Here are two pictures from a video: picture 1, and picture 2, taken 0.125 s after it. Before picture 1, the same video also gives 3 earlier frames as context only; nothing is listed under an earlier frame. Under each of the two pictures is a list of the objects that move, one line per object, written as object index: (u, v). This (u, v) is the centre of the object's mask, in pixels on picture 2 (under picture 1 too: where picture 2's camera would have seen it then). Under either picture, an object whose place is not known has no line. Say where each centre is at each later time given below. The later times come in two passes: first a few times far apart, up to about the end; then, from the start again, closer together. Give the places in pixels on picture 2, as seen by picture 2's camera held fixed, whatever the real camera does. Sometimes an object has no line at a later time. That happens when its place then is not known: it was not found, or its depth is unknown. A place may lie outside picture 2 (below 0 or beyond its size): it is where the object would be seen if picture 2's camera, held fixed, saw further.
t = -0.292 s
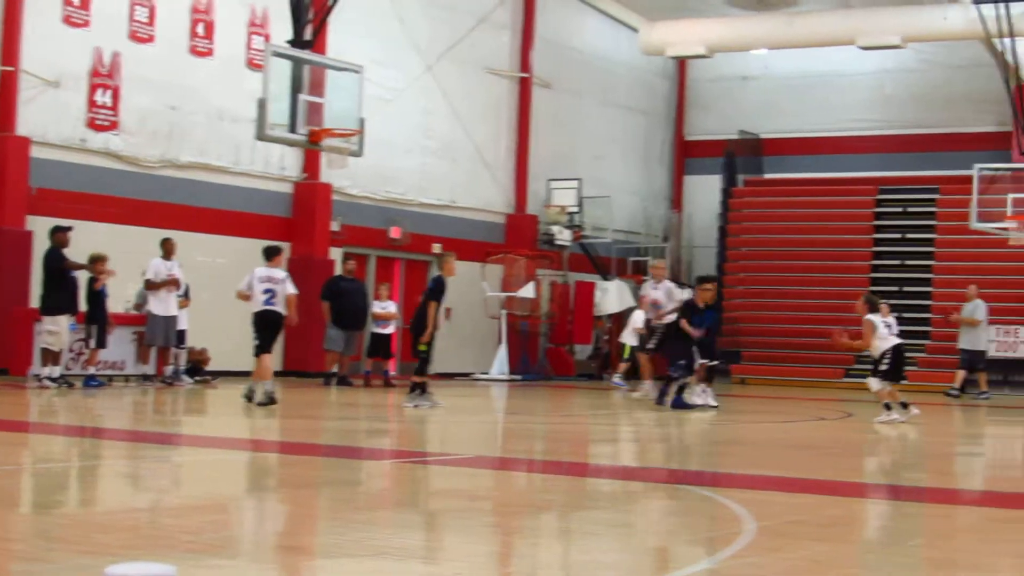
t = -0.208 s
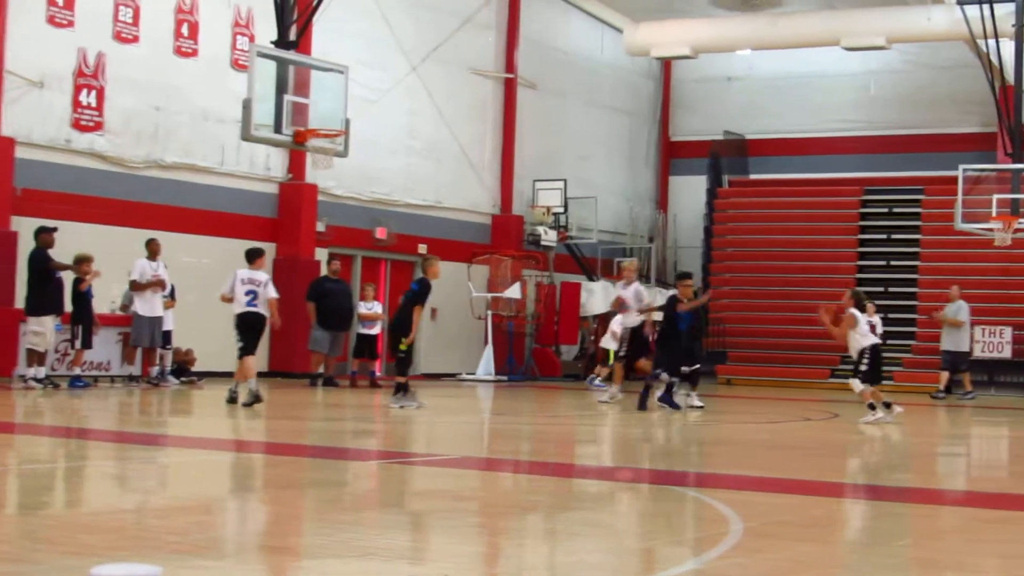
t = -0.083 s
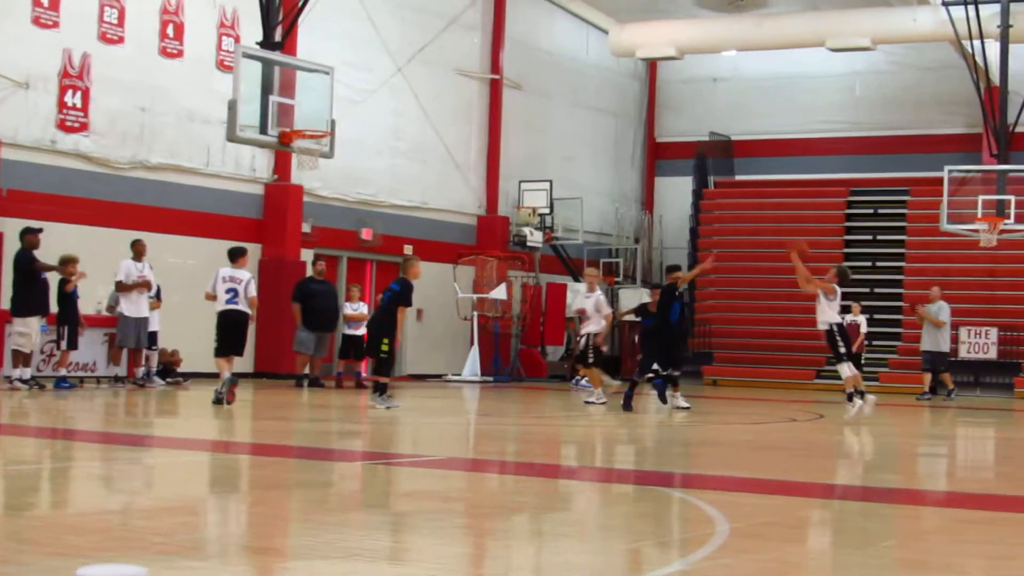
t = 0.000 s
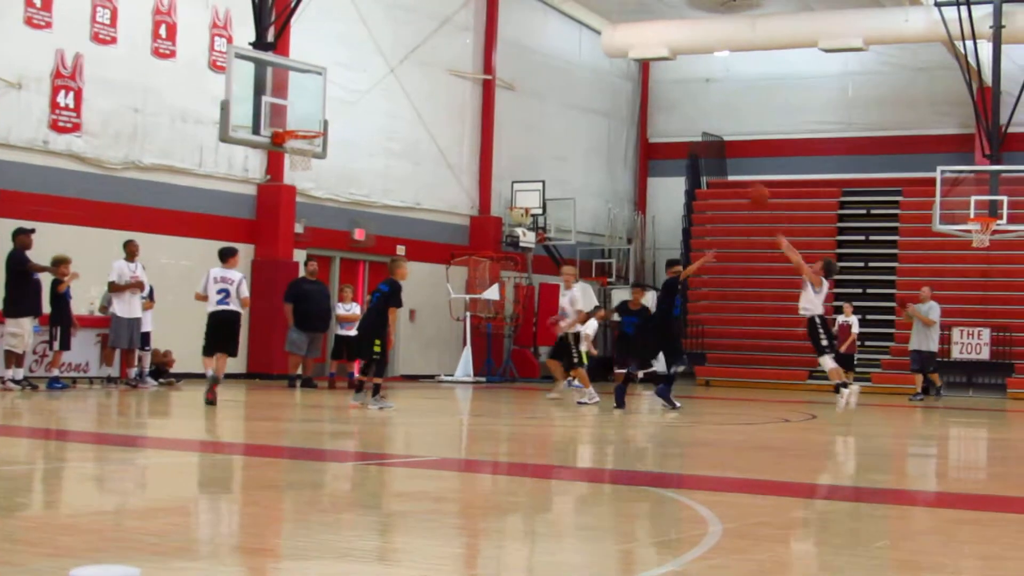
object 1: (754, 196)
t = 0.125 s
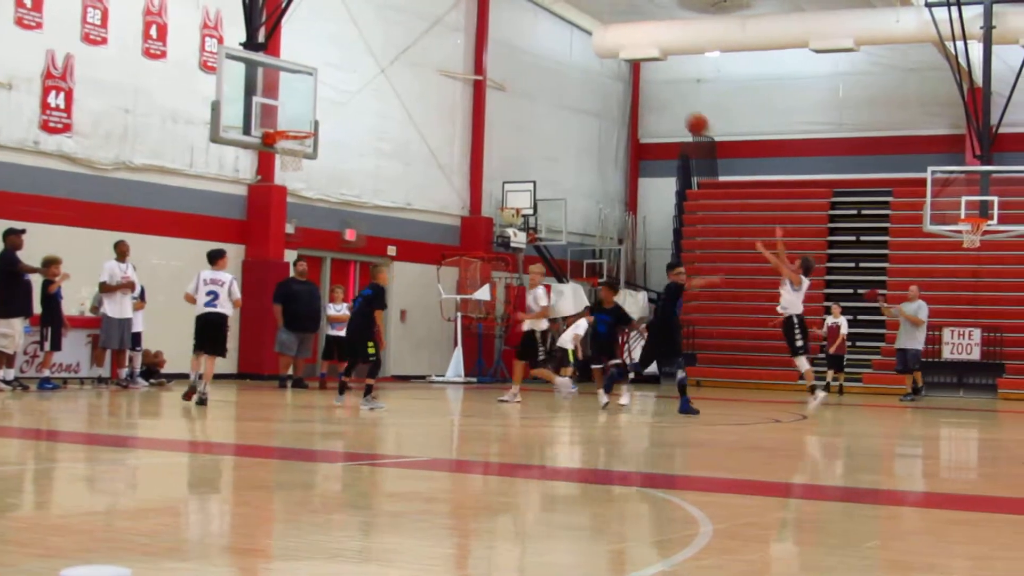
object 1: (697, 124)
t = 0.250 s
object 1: (645, 70)
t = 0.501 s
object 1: (546, 7)
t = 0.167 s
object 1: (680, 103)
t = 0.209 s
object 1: (662, 85)
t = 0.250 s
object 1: (645, 70)
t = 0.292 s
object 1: (628, 55)
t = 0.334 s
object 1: (611, 42)
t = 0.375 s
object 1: (595, 30)
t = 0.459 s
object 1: (563, 11)
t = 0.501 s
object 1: (546, 7)
